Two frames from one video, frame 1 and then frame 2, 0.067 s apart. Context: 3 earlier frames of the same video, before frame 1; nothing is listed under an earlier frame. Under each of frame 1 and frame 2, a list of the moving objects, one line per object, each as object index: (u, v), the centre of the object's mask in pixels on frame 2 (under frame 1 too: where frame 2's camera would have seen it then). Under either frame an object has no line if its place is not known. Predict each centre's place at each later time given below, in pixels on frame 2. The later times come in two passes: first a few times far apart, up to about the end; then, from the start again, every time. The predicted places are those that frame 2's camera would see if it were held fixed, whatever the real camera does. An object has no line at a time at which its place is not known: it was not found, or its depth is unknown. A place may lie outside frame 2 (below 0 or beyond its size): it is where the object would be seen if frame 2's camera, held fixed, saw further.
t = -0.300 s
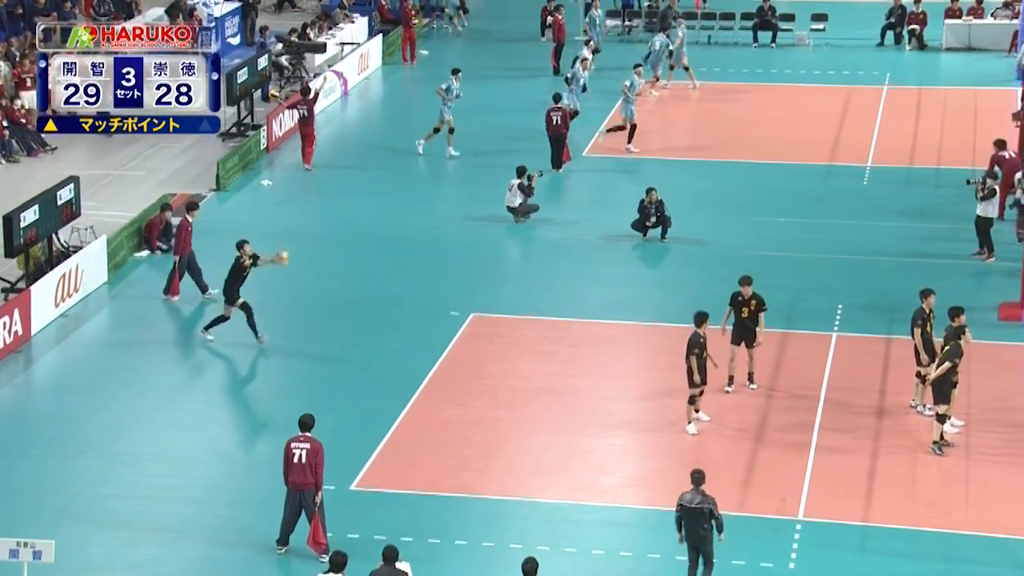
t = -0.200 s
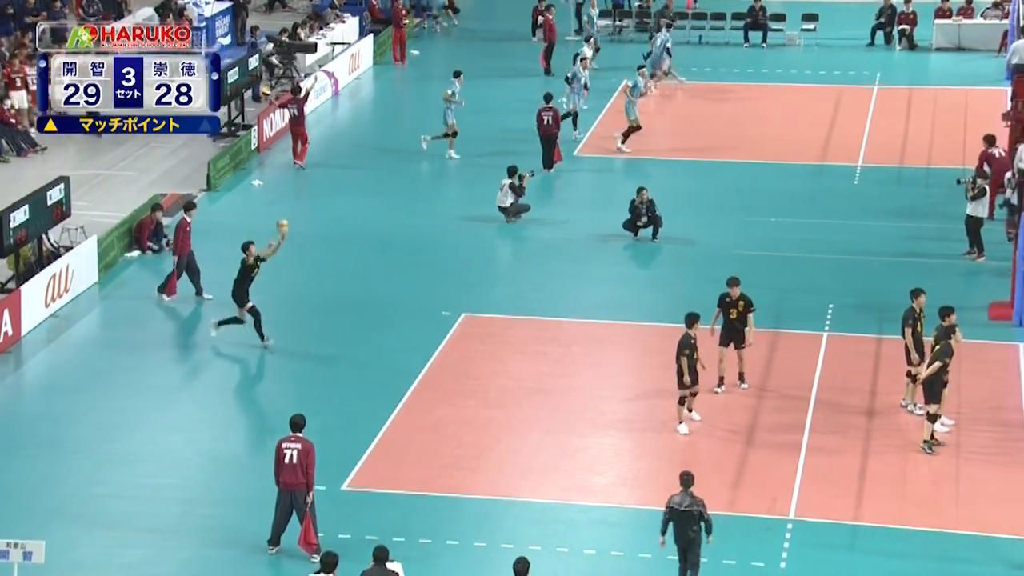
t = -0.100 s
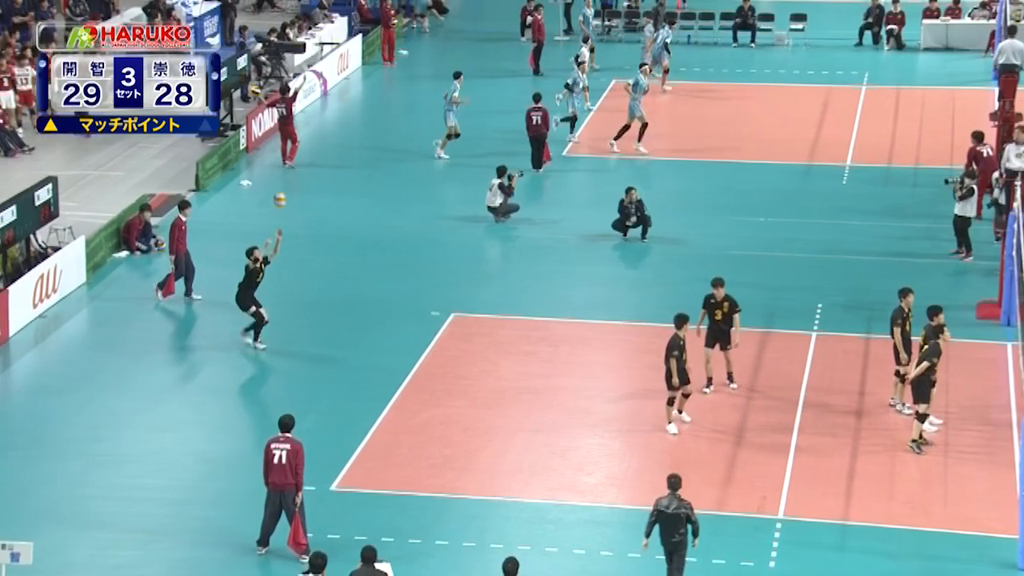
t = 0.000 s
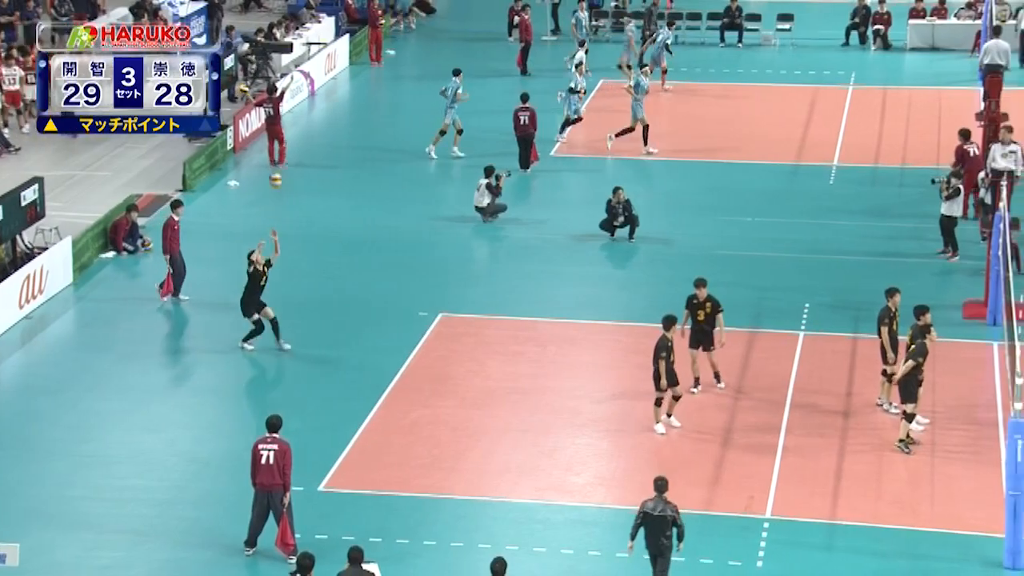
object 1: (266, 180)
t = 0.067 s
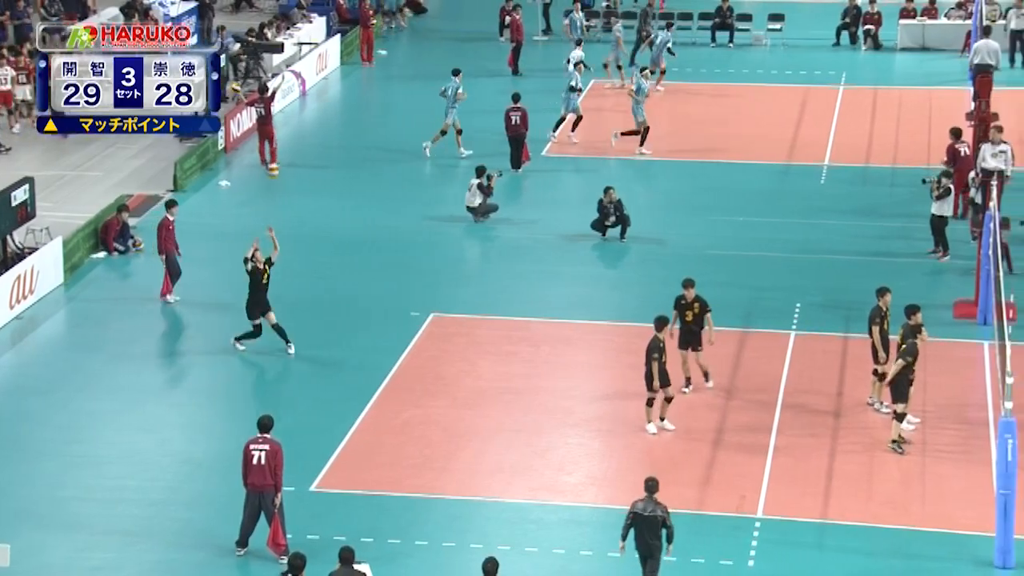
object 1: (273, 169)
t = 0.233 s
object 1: (287, 156)
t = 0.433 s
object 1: (305, 163)
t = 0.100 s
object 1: (275, 166)
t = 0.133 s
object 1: (279, 162)
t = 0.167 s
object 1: (281, 159)
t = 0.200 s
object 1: (284, 158)
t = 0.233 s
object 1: (287, 156)
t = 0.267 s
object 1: (290, 155)
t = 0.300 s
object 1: (293, 155)
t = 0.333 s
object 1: (296, 156)
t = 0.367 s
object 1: (299, 158)
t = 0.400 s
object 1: (302, 160)
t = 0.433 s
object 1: (305, 163)
